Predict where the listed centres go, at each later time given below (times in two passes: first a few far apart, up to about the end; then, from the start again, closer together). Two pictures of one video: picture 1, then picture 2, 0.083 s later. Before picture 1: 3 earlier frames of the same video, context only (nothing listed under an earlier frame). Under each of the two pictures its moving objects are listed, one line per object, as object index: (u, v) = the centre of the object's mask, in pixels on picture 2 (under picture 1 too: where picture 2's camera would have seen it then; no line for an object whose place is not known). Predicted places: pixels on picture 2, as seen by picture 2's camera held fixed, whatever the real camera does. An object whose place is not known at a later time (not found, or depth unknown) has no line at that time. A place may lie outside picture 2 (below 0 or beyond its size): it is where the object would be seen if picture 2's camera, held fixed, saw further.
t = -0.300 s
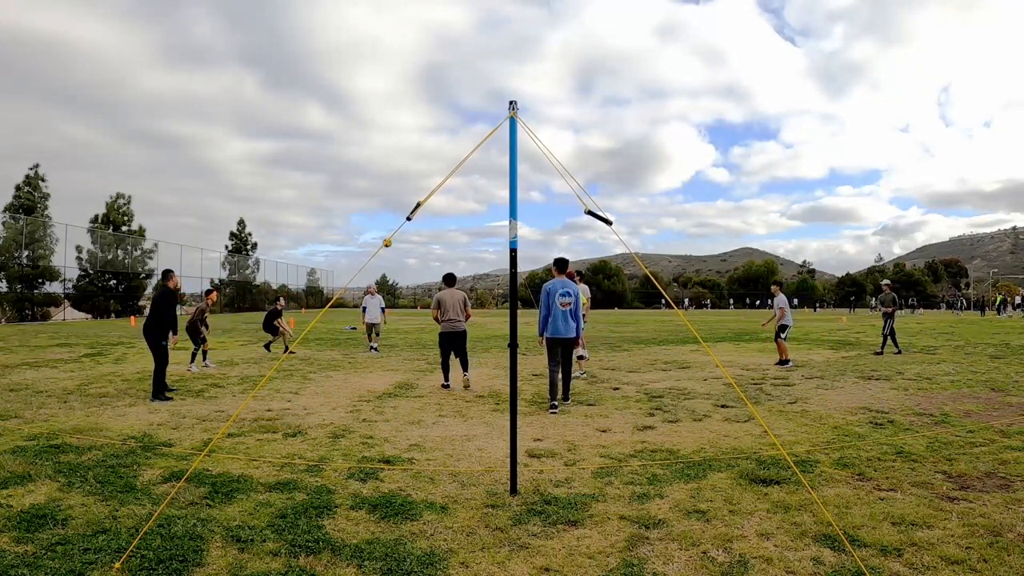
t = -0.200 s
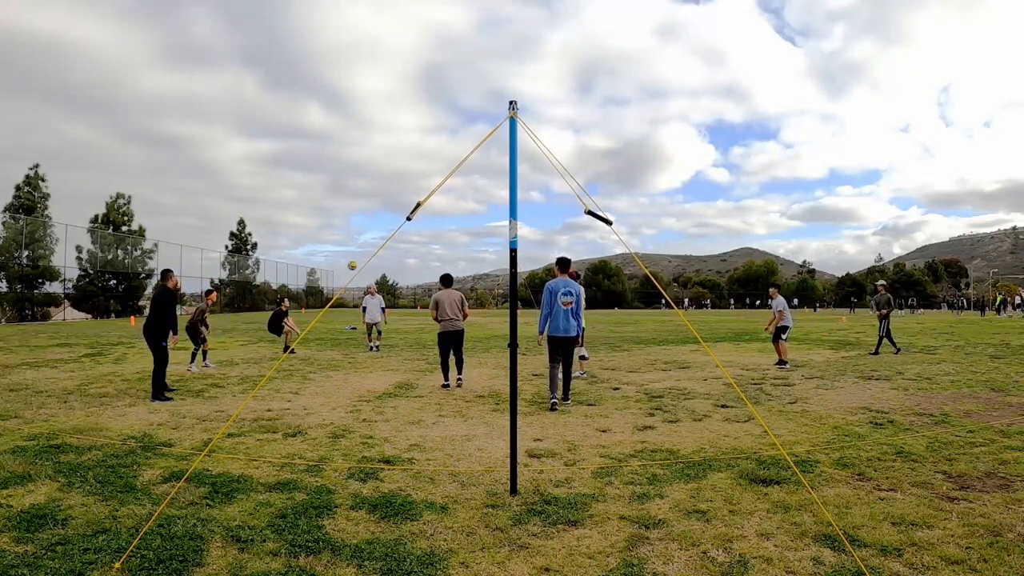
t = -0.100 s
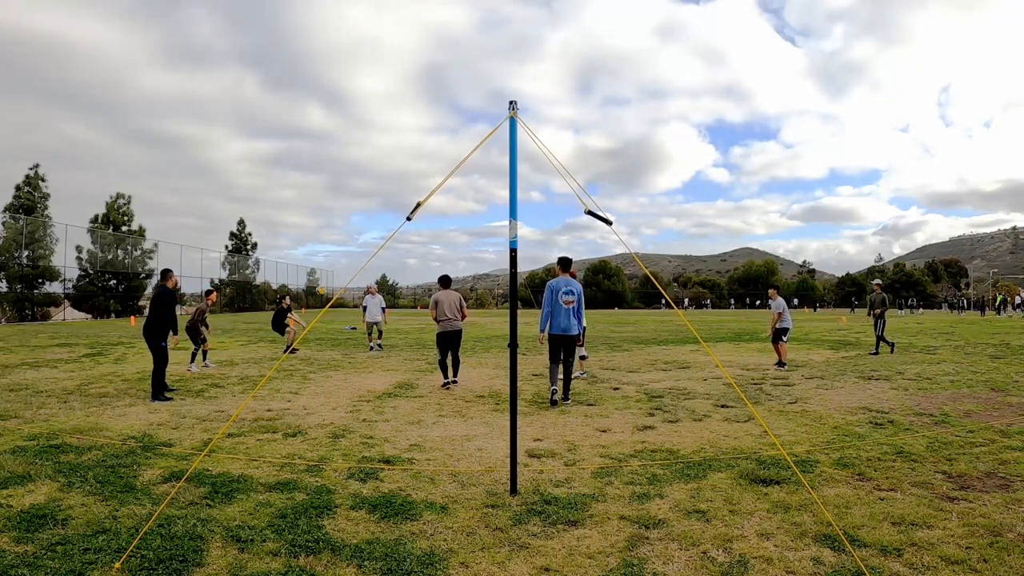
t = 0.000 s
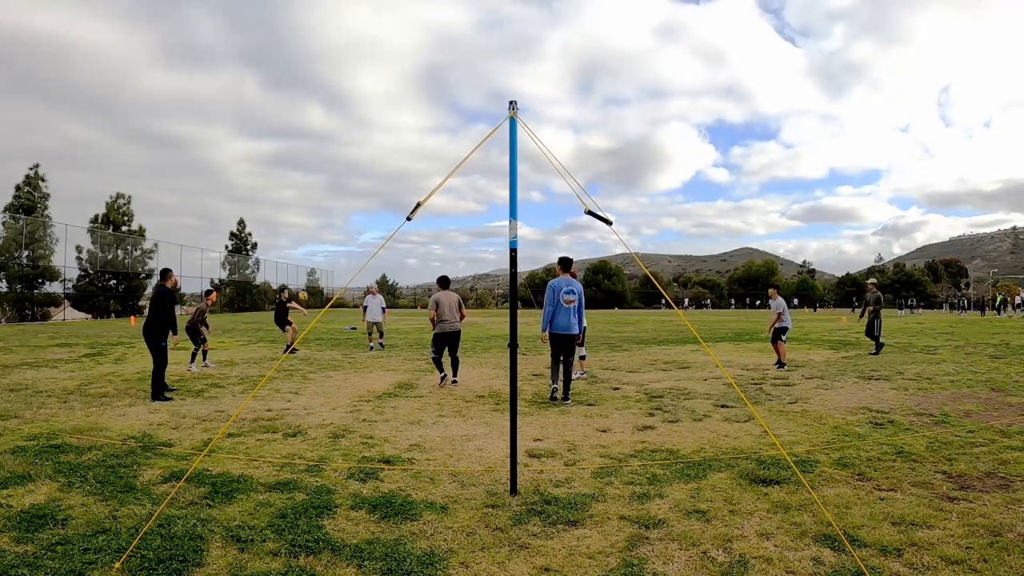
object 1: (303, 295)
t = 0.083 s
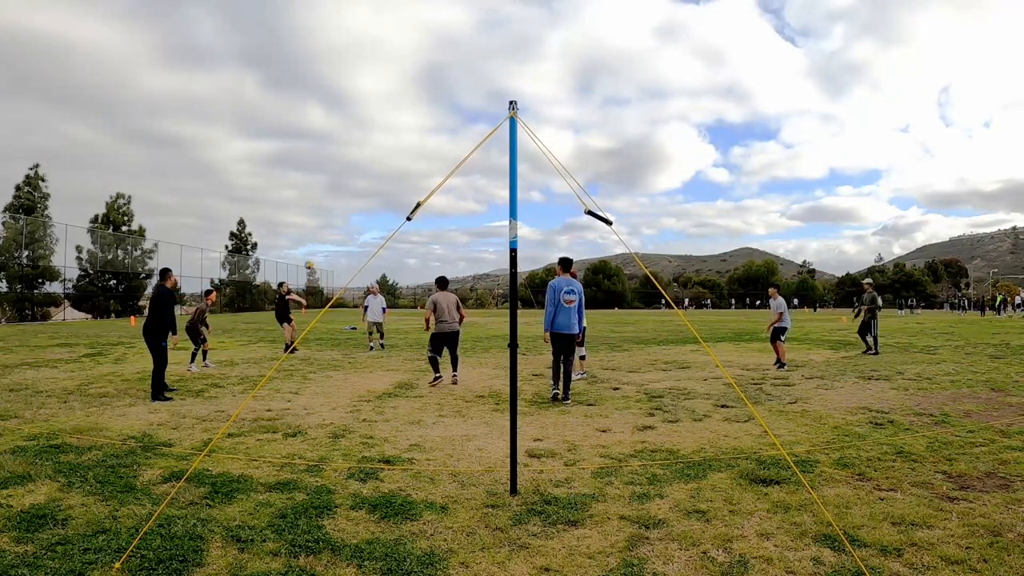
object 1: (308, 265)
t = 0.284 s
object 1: (324, 200)
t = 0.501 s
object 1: (341, 149)
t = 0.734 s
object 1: (360, 116)
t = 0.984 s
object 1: (380, 106)
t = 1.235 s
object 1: (400, 125)
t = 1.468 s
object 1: (421, 174)
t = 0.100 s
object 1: (310, 259)
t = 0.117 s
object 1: (311, 253)
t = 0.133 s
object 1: (312, 247)
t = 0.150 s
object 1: (313, 242)
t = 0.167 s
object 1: (314, 236)
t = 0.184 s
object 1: (316, 231)
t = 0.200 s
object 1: (317, 225)
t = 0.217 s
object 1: (318, 220)
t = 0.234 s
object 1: (320, 215)
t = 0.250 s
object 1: (321, 210)
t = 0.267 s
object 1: (322, 205)
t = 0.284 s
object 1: (324, 200)
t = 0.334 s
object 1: (328, 187)
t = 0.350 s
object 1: (329, 183)
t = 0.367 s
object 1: (330, 178)
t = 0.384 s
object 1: (332, 174)
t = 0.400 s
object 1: (333, 171)
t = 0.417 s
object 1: (334, 167)
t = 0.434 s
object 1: (336, 163)
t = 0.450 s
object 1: (337, 159)
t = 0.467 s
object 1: (339, 156)
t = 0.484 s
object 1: (340, 152)
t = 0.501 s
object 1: (341, 149)
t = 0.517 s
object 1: (343, 146)
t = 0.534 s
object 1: (344, 143)
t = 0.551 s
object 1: (345, 140)
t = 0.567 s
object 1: (347, 137)
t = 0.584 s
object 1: (348, 135)
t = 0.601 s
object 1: (350, 132)
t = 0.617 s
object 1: (351, 130)
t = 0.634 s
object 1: (352, 127)
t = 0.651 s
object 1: (354, 125)
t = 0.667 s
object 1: (355, 123)
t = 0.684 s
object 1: (356, 121)
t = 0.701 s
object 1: (358, 119)
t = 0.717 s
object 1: (359, 117)
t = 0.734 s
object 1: (360, 116)
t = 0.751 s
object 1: (362, 114)
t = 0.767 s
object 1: (363, 113)
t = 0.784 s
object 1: (364, 111)
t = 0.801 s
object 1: (366, 111)
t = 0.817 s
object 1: (367, 109)
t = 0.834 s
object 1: (368, 108)
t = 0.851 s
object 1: (370, 108)
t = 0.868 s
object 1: (371, 107)
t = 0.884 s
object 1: (372, 106)
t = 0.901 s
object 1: (374, 106)
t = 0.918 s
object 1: (375, 106)
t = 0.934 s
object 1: (376, 106)
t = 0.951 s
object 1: (378, 106)
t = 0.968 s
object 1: (379, 106)
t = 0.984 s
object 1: (380, 106)
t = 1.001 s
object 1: (382, 106)
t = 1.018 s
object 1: (383, 107)
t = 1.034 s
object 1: (384, 107)
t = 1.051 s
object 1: (386, 108)
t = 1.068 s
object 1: (387, 109)
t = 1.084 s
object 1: (388, 110)
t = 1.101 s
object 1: (390, 111)
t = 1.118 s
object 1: (391, 112)
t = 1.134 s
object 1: (392, 114)
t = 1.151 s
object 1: (394, 115)
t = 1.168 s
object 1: (395, 117)
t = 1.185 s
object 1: (396, 119)
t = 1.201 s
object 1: (398, 121)
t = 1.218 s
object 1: (399, 123)
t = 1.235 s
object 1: (400, 125)
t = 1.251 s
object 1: (402, 128)
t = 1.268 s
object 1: (403, 131)
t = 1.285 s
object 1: (404, 133)
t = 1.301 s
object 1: (406, 136)
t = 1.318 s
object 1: (407, 139)
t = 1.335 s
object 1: (409, 142)
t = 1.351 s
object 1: (410, 146)
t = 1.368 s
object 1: (412, 149)
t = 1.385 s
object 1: (413, 153)
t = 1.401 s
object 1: (415, 157)
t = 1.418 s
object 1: (416, 161)
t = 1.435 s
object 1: (417, 165)
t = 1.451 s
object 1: (419, 169)
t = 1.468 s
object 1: (421, 174)
